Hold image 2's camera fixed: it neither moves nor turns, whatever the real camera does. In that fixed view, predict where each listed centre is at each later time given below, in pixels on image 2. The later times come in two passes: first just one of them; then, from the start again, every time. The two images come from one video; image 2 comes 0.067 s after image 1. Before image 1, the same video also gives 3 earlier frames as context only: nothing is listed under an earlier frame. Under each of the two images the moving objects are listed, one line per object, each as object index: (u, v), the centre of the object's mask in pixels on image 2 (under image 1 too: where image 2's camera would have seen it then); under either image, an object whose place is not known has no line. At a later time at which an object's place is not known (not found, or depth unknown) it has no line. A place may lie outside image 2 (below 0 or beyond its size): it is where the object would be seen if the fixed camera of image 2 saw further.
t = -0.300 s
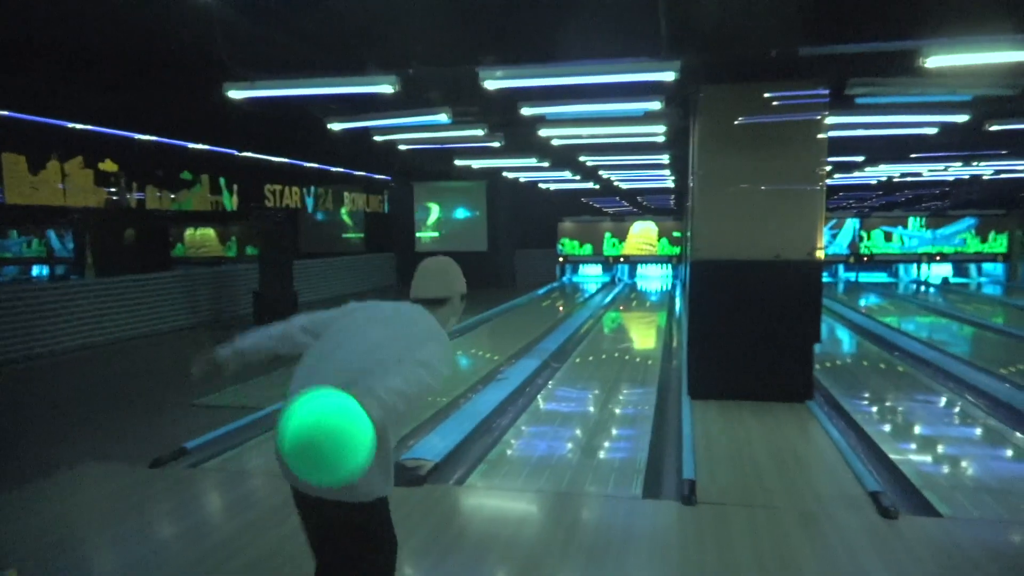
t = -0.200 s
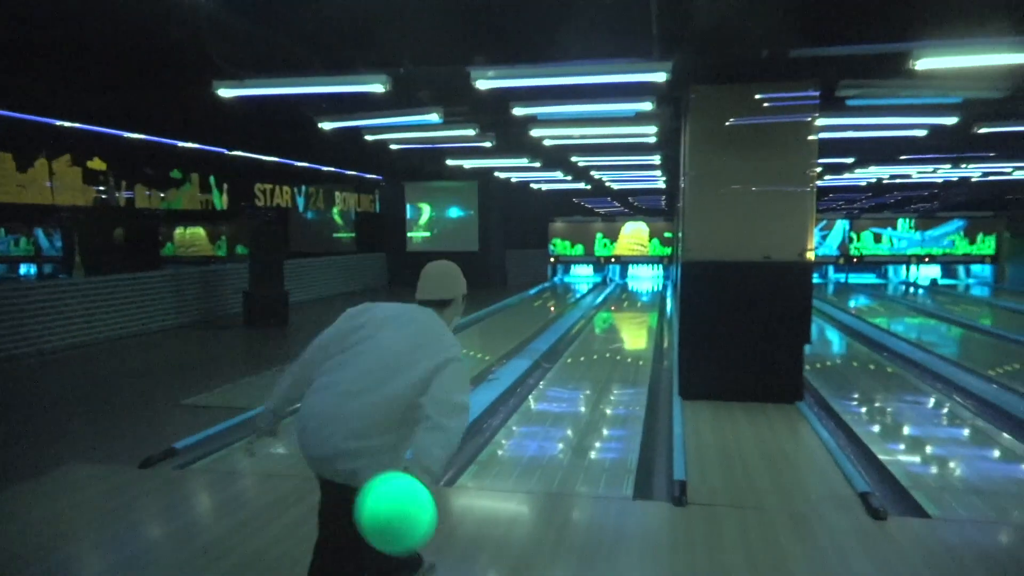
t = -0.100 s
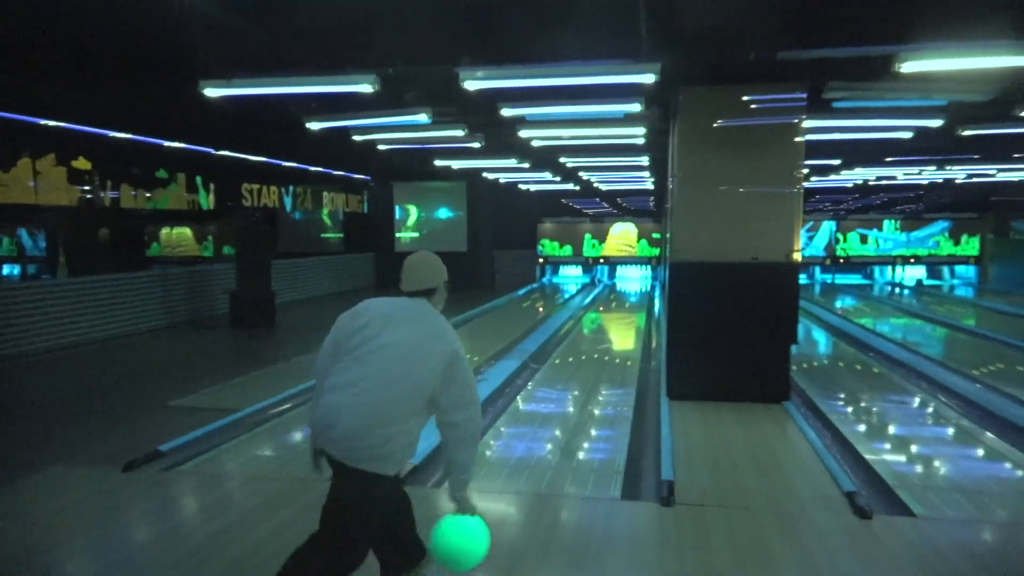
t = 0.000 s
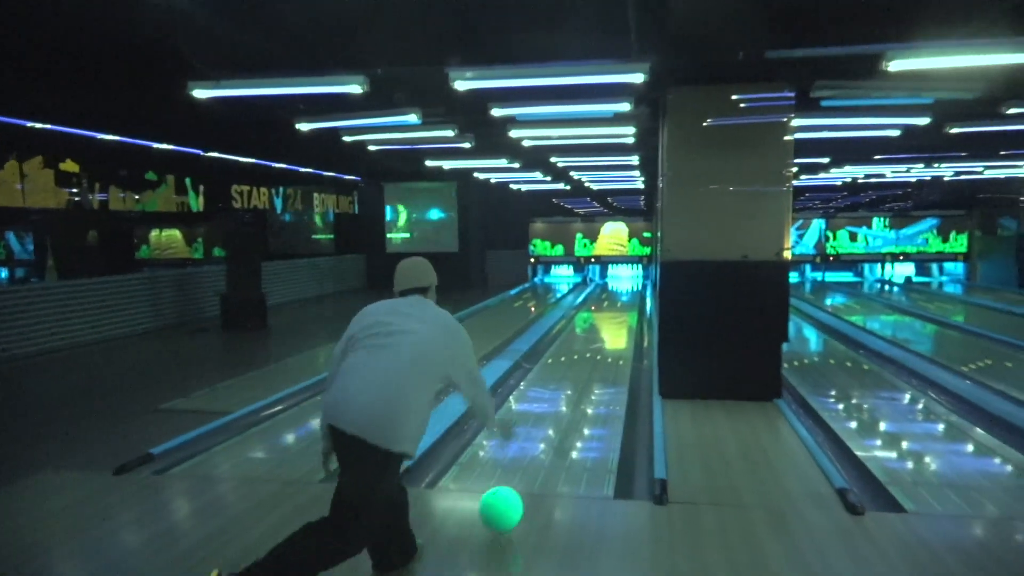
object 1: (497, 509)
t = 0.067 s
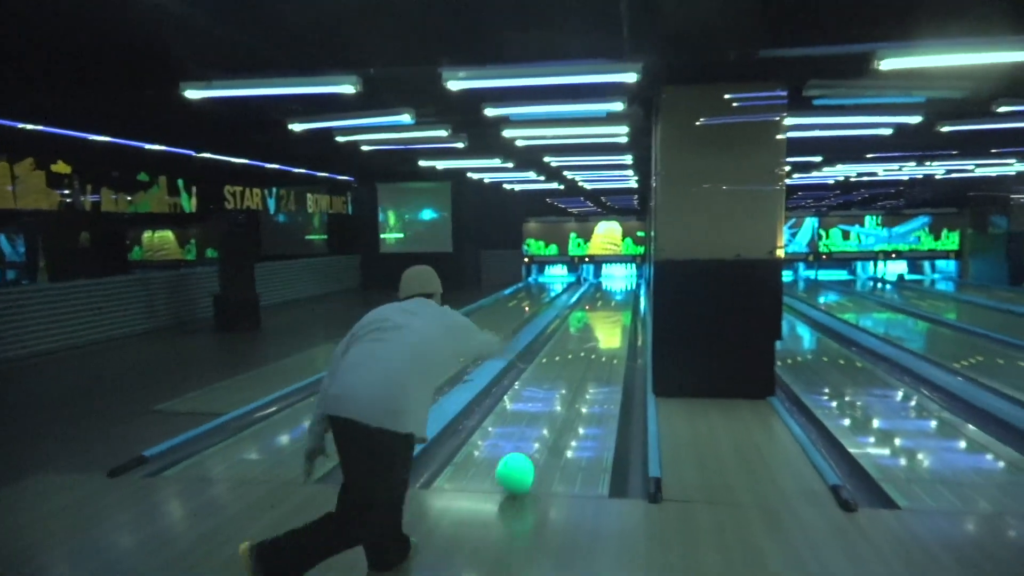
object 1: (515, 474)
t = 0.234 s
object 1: (546, 414)
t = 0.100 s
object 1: (523, 460)
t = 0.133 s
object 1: (530, 446)
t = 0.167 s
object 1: (536, 434)
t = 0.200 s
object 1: (541, 423)
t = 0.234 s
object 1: (546, 414)
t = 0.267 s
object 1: (551, 405)
